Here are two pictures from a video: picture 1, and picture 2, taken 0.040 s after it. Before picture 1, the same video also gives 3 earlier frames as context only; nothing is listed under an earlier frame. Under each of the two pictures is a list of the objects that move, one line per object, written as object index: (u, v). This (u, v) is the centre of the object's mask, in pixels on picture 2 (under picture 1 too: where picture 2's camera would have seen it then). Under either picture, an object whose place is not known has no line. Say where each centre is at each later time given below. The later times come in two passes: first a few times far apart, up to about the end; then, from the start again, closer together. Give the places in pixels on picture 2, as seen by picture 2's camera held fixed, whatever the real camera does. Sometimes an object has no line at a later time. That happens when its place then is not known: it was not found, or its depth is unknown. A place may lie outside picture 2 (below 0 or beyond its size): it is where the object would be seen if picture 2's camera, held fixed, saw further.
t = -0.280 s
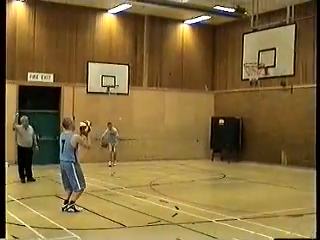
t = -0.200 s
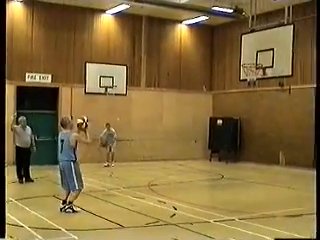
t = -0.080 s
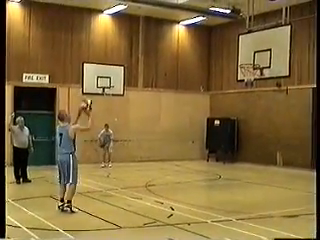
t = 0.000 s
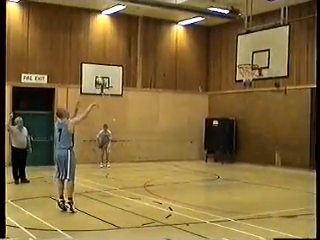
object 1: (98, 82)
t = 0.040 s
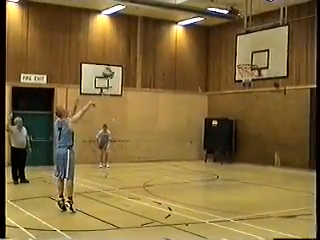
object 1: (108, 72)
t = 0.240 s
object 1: (145, 36)
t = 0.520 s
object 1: (191, 24)
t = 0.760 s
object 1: (225, 39)
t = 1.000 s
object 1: (256, 73)
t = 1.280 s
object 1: (248, 92)
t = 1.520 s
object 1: (240, 134)
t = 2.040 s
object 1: (223, 133)
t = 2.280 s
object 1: (214, 118)
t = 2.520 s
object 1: (205, 124)
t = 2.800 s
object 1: (194, 162)
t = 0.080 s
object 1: (115, 63)
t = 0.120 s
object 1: (123, 55)
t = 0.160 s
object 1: (131, 48)
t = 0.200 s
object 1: (138, 42)
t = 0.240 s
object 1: (145, 36)
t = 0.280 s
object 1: (153, 33)
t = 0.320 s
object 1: (160, 29)
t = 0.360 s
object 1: (166, 26)
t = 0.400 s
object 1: (172, 25)
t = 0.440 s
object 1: (179, 24)
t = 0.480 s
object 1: (183, 23)
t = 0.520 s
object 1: (191, 24)
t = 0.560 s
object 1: (198, 25)
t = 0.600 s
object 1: (202, 26)
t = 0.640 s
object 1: (209, 29)
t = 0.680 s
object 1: (215, 31)
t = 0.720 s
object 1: (220, 35)
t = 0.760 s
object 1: (225, 39)
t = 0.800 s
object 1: (230, 44)
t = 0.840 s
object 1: (236, 50)
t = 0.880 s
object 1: (240, 57)
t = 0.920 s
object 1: (246, 62)
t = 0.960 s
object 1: (253, 68)
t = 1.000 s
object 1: (256, 73)
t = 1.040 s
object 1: (255, 75)
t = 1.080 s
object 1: (254, 77)
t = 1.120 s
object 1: (253, 78)
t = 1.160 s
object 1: (252, 81)
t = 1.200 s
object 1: (251, 84)
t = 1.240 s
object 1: (249, 88)
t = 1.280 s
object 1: (248, 92)
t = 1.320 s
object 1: (247, 99)
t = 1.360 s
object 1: (246, 104)
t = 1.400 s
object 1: (245, 110)
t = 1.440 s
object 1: (243, 118)
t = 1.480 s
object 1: (242, 125)
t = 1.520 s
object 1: (240, 134)
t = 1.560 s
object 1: (239, 143)
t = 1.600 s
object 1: (238, 152)
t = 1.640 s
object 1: (237, 161)
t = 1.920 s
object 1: (228, 151)
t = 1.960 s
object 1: (226, 145)
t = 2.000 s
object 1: (225, 139)
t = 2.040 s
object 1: (223, 133)
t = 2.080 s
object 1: (222, 129)
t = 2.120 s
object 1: (220, 125)
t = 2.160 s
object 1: (218, 123)
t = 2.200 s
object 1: (217, 120)
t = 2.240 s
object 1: (216, 119)
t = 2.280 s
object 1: (214, 118)
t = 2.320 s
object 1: (213, 118)
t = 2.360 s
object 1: (212, 118)
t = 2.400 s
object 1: (211, 119)
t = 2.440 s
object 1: (210, 120)
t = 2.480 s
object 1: (210, 121)
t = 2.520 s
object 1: (205, 124)
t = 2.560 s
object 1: (204, 127)
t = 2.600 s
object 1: (202, 131)
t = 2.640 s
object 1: (200, 137)
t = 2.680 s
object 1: (199, 142)
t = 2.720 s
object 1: (197, 148)
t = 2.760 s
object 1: (196, 155)
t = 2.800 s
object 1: (194, 162)
